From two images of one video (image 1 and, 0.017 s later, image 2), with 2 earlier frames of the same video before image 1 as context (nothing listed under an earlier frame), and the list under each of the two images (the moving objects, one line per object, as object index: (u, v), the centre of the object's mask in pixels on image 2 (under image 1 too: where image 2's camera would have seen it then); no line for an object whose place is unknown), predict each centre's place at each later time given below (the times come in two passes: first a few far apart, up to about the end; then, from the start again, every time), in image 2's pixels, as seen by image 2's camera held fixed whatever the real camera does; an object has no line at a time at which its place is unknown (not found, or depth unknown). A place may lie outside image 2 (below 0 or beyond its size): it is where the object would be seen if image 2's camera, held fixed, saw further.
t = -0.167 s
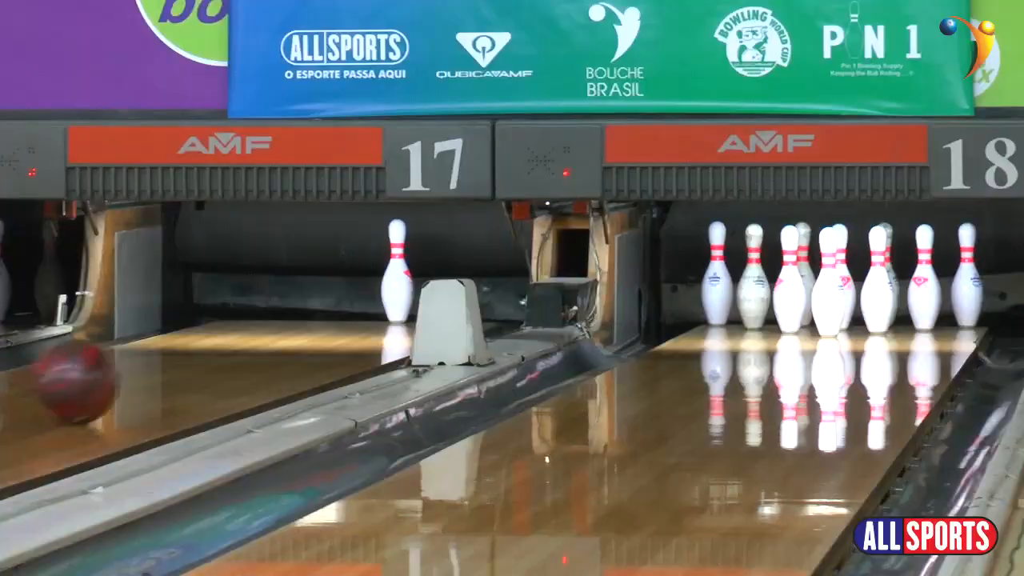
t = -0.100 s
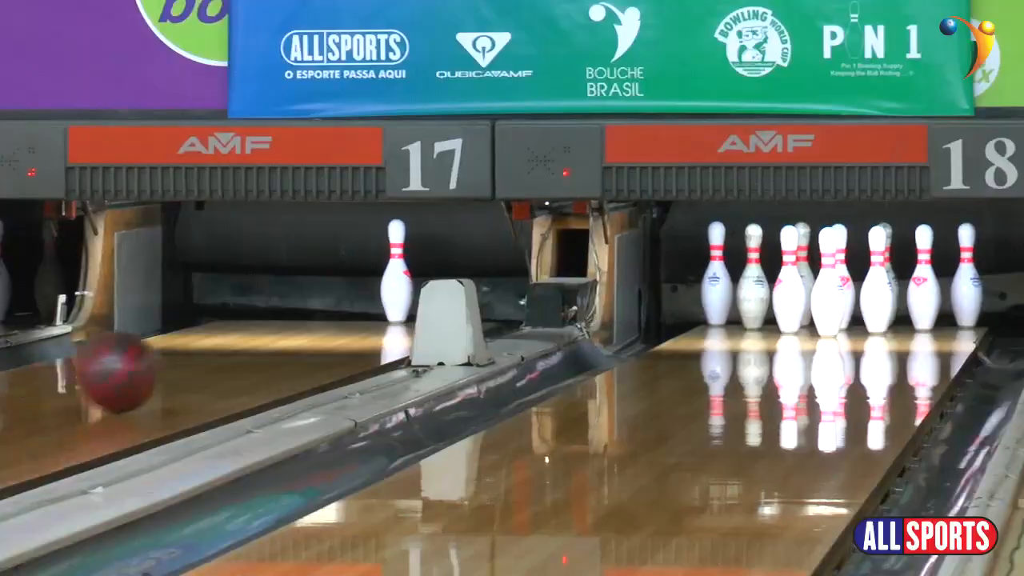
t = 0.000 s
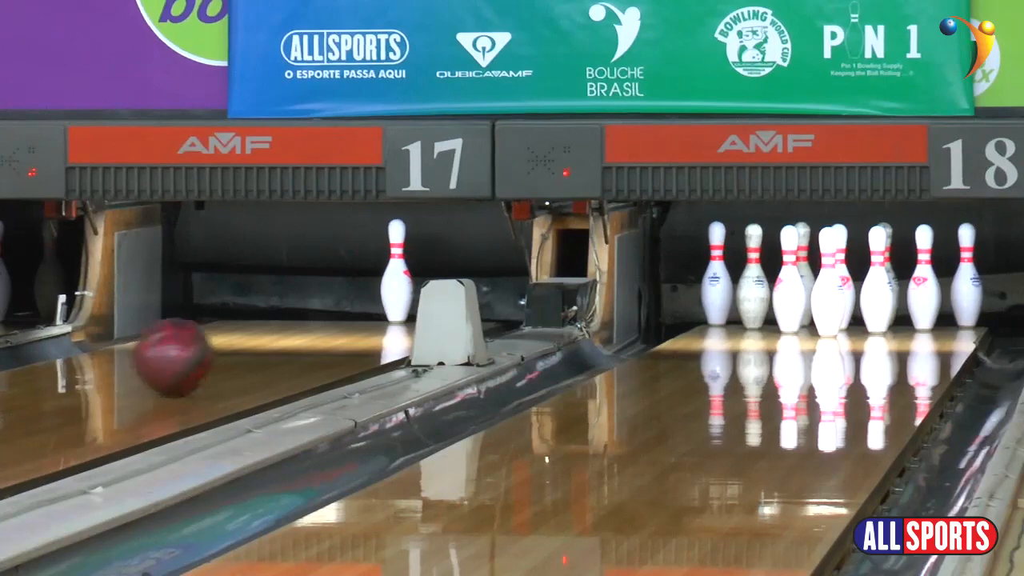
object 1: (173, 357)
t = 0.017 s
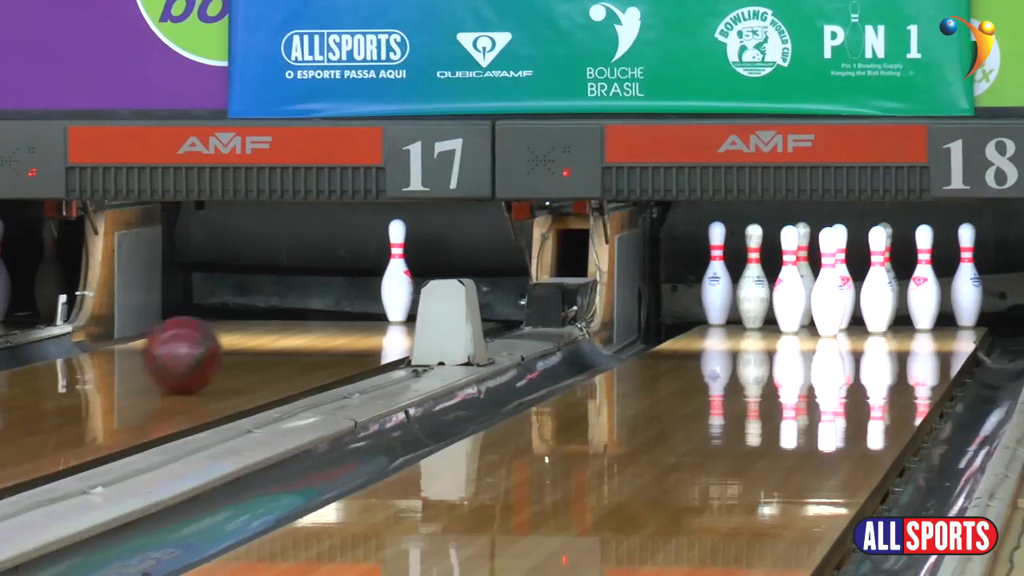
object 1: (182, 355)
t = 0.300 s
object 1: (304, 325)
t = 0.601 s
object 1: (392, 299)
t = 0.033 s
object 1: (191, 353)
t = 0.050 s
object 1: (199, 351)
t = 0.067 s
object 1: (207, 349)
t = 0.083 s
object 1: (215, 347)
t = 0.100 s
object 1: (222, 346)
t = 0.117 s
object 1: (231, 344)
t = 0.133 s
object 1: (239, 341)
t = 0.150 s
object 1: (245, 340)
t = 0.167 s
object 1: (253, 339)
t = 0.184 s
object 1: (260, 337)
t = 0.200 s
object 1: (266, 335)
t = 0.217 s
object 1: (273, 333)
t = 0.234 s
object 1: (279, 332)
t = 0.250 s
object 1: (285, 331)
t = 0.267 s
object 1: (293, 329)
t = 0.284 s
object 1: (298, 327)
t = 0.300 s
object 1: (304, 325)
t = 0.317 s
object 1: (311, 324)
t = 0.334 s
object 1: (316, 322)
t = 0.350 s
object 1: (322, 320)
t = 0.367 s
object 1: (327, 319)
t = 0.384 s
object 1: (332, 317)
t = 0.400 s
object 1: (337, 315)
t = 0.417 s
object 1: (343, 314)
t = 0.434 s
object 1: (347, 312)
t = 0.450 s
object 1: (352, 311)
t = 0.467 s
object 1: (358, 309)
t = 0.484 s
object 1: (362, 308)
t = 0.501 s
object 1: (367, 307)
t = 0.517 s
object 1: (371, 305)
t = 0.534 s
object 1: (375, 303)
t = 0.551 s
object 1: (381, 302)
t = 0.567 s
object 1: (385, 301)
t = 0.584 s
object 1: (388, 300)
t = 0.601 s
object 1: (392, 299)
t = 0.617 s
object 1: (396, 297)
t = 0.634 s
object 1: (397, 295)
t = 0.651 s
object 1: (400, 294)
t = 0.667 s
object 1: (403, 293)
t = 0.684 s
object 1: (407, 290)
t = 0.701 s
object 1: (410, 288)
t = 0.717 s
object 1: (413, 288)
